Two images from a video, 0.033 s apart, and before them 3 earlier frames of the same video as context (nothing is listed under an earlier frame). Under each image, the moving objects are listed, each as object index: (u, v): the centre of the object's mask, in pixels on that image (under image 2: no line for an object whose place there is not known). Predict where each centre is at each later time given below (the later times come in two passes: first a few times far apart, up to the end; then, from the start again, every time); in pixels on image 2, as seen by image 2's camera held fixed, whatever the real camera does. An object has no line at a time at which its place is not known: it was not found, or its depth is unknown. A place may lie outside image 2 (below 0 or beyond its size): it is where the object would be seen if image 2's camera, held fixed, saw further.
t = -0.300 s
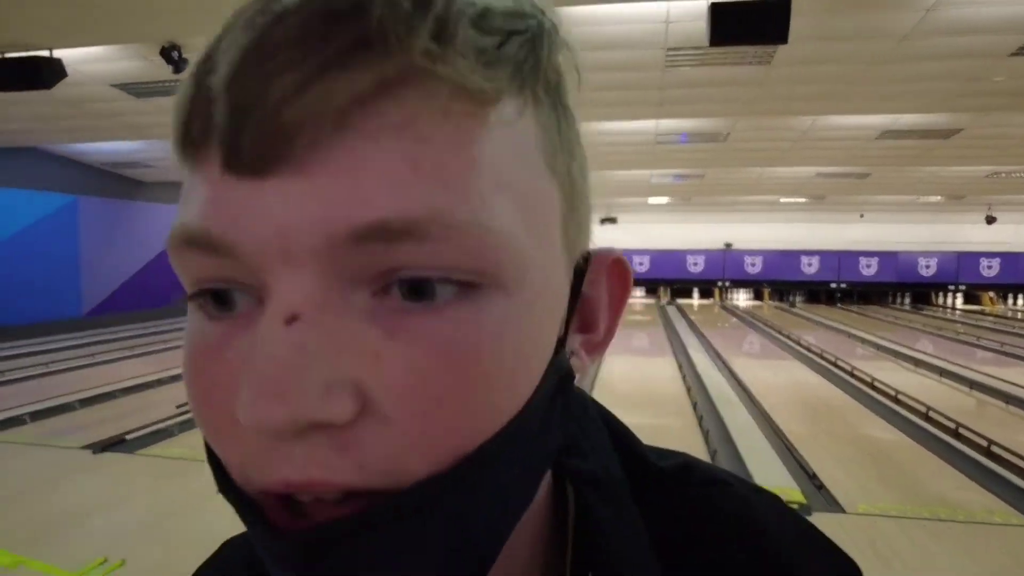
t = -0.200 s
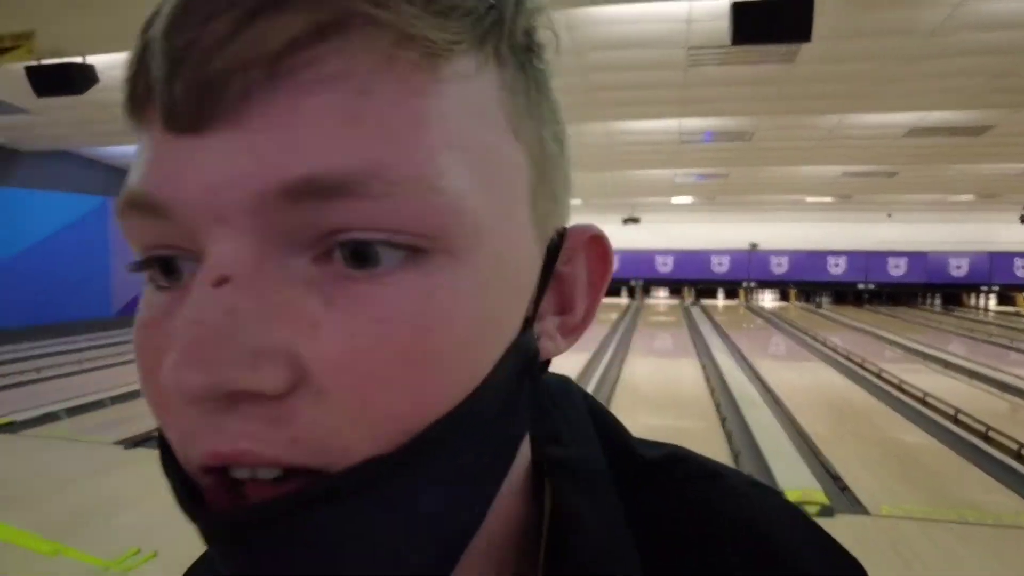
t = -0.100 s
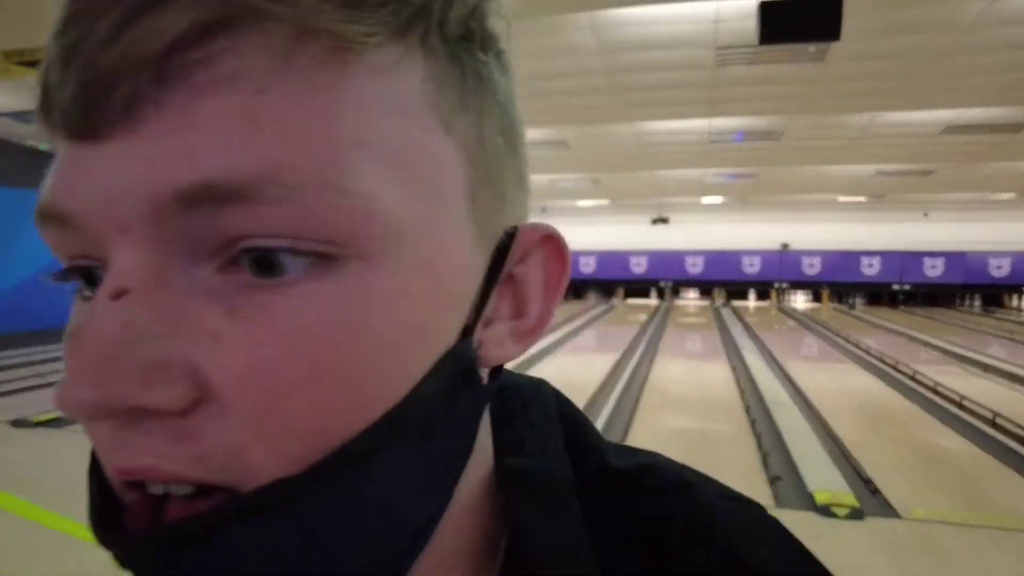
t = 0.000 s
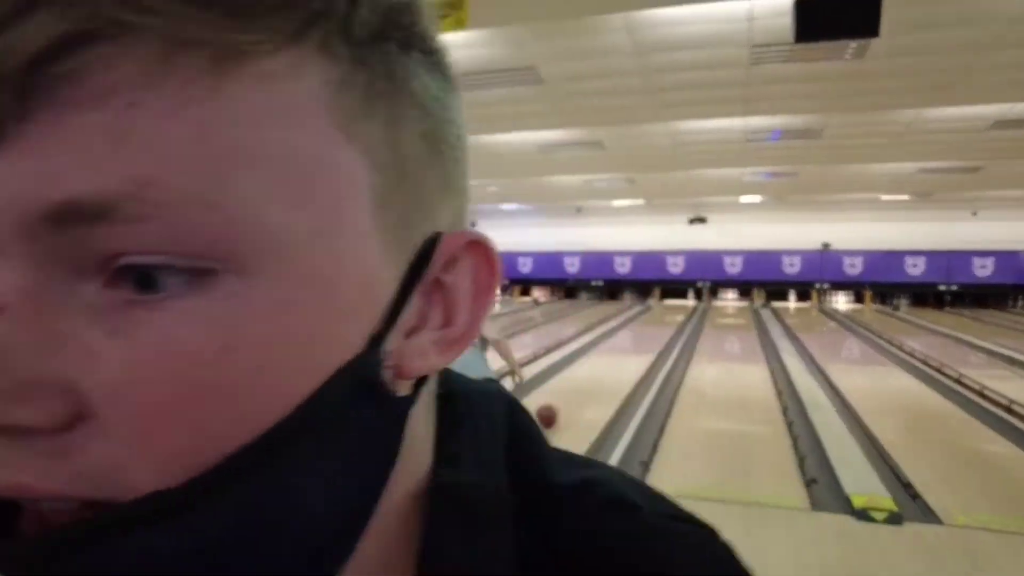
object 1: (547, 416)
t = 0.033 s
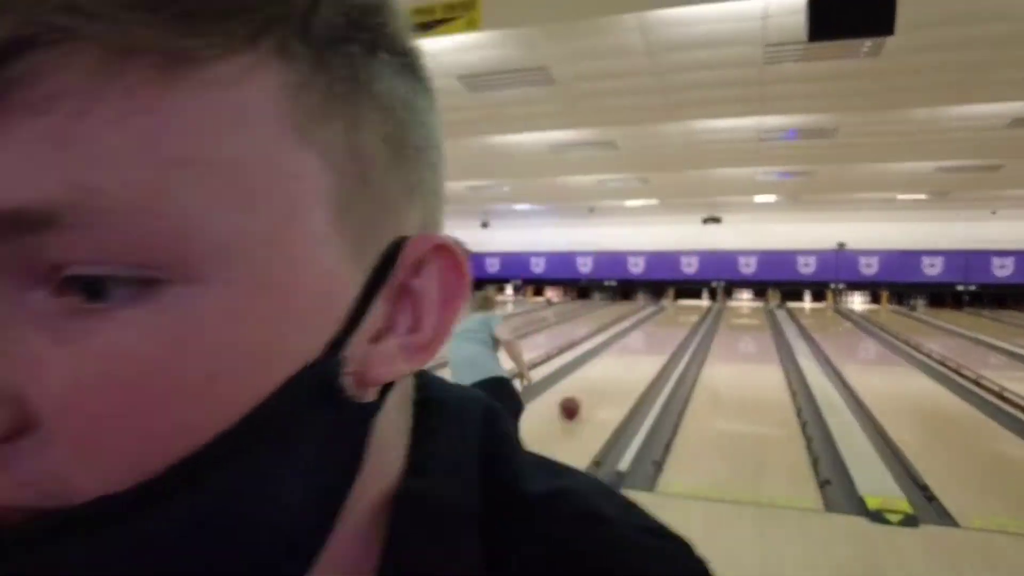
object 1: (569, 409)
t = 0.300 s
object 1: (630, 363)
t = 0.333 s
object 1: (635, 359)
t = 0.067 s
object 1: (579, 401)
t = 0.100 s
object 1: (588, 394)
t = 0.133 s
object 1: (597, 387)
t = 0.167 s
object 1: (604, 382)
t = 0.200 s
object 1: (611, 377)
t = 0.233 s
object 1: (618, 372)
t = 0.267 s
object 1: (624, 368)
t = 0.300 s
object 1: (630, 363)
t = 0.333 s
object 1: (635, 359)
